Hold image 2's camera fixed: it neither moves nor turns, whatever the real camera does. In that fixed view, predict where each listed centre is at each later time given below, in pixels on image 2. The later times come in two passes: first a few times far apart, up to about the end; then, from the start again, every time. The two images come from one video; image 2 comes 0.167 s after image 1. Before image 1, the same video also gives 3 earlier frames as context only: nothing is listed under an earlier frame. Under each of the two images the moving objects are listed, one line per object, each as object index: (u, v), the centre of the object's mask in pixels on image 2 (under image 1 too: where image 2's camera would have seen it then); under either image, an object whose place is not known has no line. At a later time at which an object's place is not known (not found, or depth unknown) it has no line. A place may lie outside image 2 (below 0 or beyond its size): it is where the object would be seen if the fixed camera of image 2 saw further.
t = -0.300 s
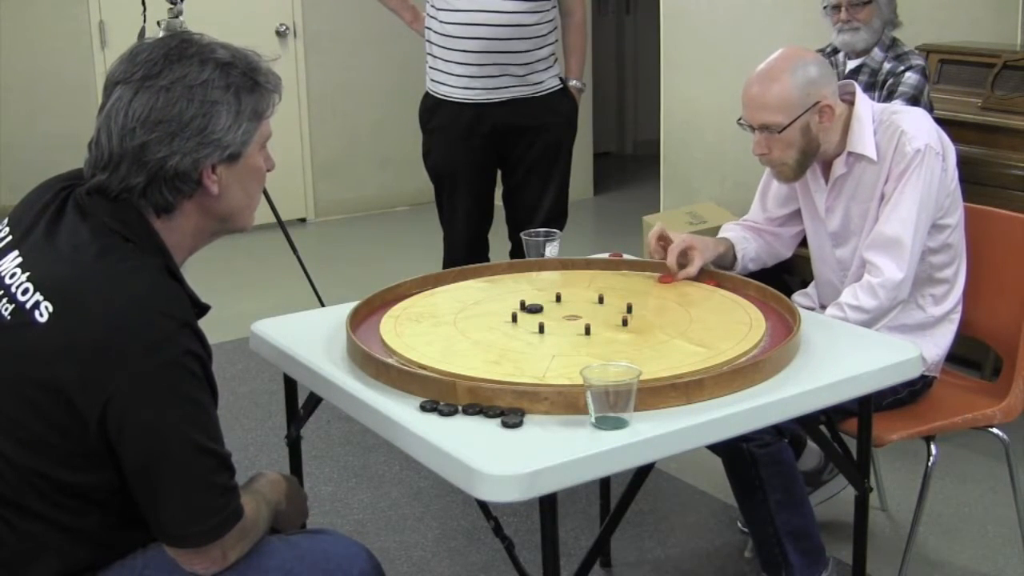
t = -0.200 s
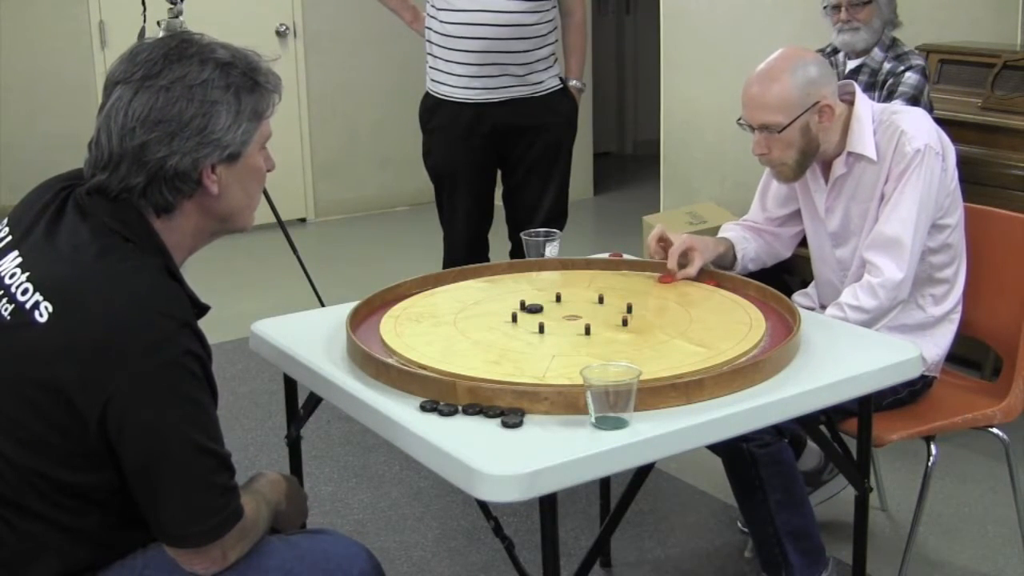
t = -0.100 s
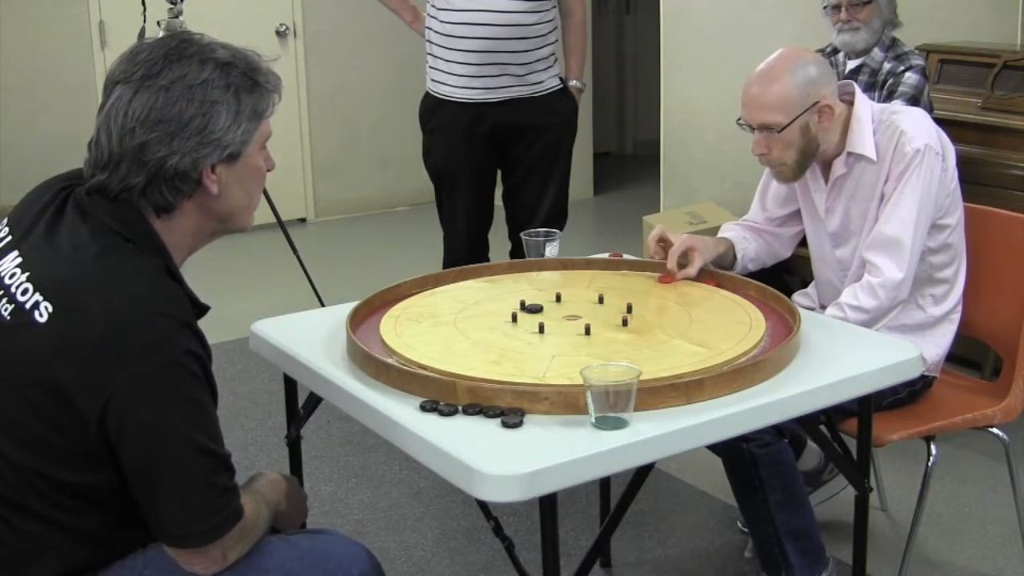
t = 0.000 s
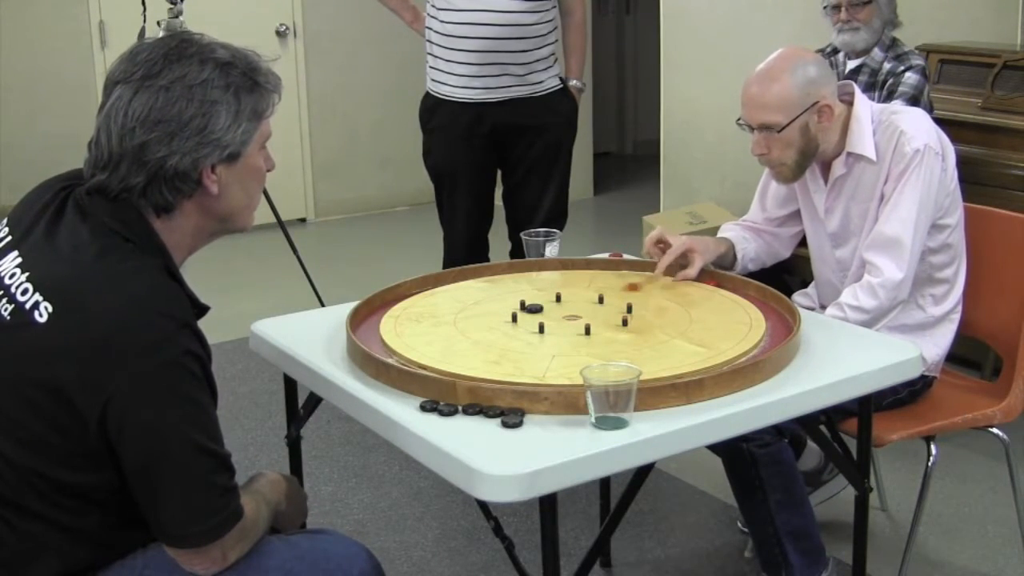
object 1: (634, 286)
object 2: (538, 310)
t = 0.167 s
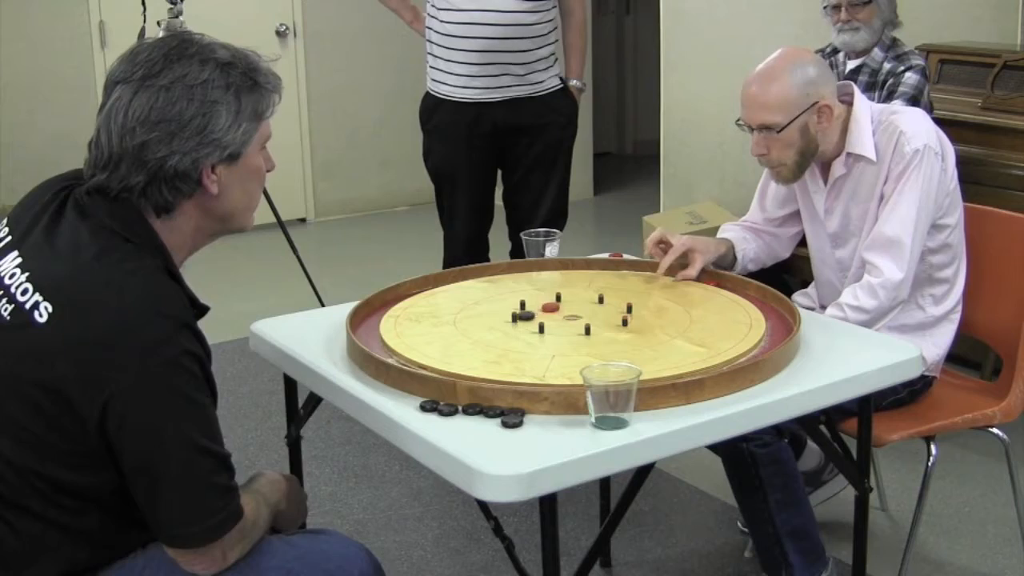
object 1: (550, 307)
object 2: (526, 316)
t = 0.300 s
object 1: (550, 309)
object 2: (579, 323)
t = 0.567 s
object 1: (550, 309)
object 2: (664, 331)
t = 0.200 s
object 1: (550, 308)
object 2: (534, 318)
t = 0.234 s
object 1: (550, 309)
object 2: (551, 320)
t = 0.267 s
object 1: (550, 309)
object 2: (566, 322)
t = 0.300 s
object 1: (550, 309)
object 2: (579, 323)
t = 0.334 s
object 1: (550, 309)
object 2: (593, 324)
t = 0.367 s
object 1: (550, 309)
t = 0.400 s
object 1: (550, 309)
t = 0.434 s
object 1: (550, 309)
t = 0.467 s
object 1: (550, 309)
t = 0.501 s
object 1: (550, 309)
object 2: (647, 330)
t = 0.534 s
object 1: (551, 309)
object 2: (656, 330)
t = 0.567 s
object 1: (550, 309)
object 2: (664, 331)
